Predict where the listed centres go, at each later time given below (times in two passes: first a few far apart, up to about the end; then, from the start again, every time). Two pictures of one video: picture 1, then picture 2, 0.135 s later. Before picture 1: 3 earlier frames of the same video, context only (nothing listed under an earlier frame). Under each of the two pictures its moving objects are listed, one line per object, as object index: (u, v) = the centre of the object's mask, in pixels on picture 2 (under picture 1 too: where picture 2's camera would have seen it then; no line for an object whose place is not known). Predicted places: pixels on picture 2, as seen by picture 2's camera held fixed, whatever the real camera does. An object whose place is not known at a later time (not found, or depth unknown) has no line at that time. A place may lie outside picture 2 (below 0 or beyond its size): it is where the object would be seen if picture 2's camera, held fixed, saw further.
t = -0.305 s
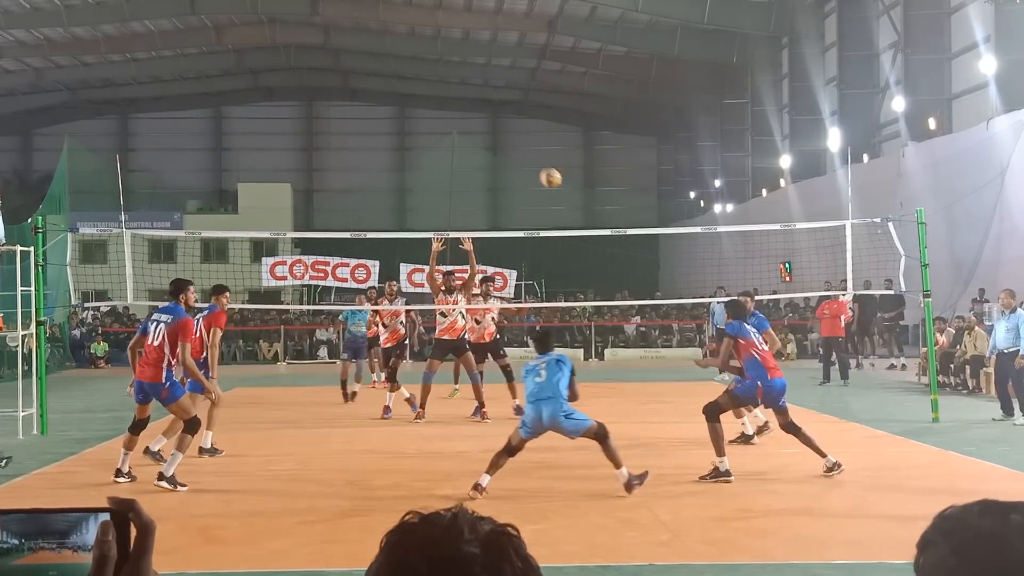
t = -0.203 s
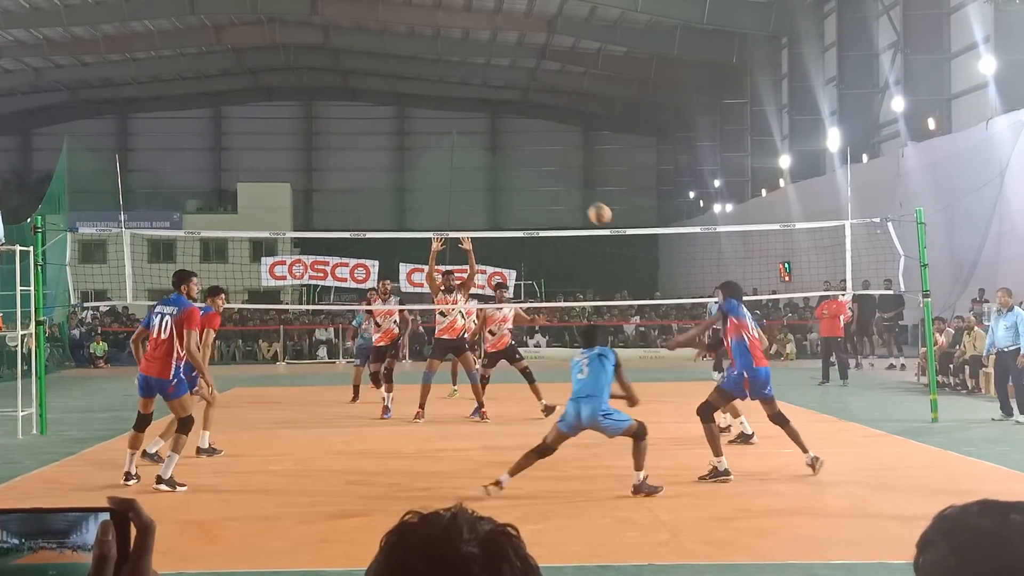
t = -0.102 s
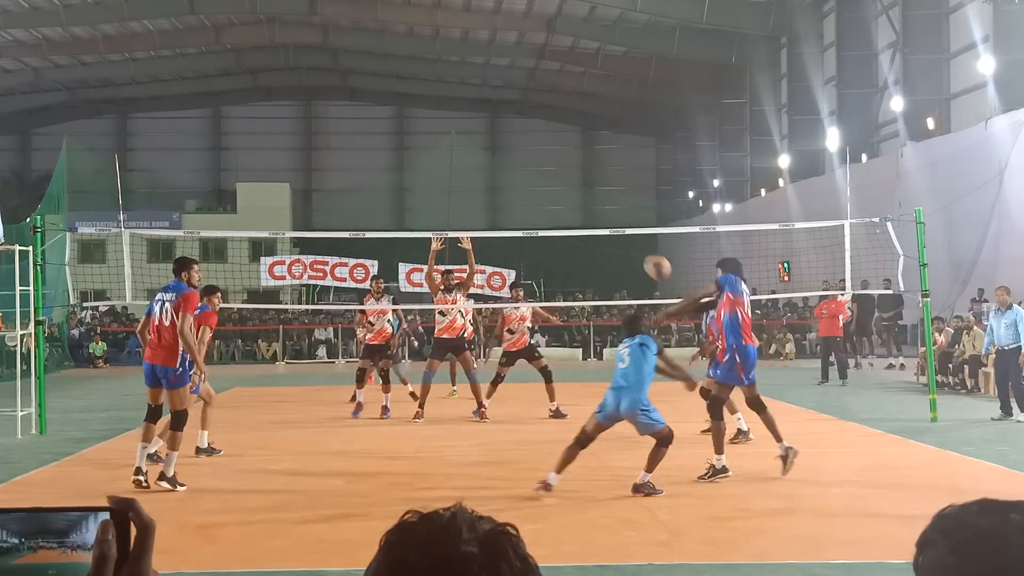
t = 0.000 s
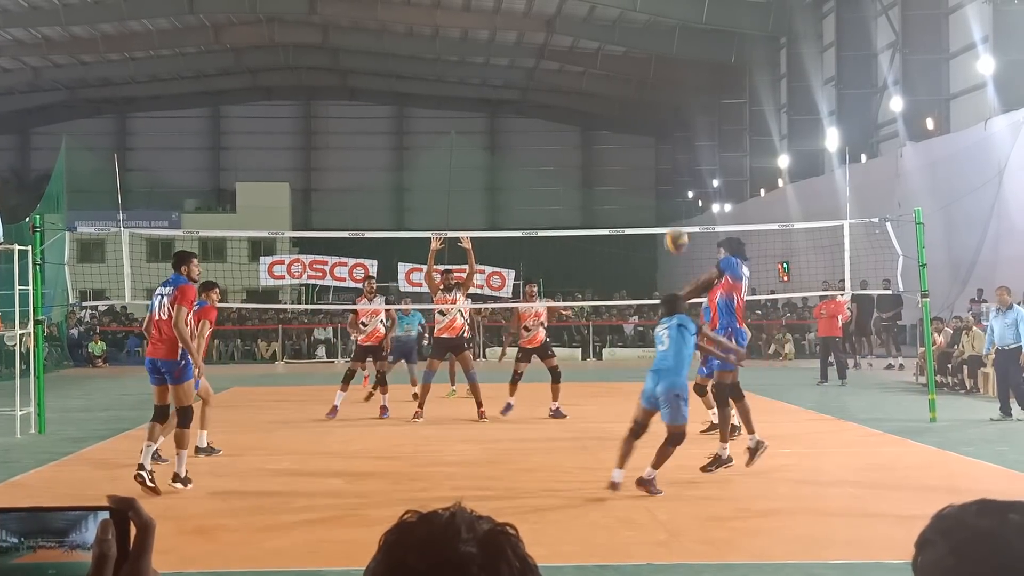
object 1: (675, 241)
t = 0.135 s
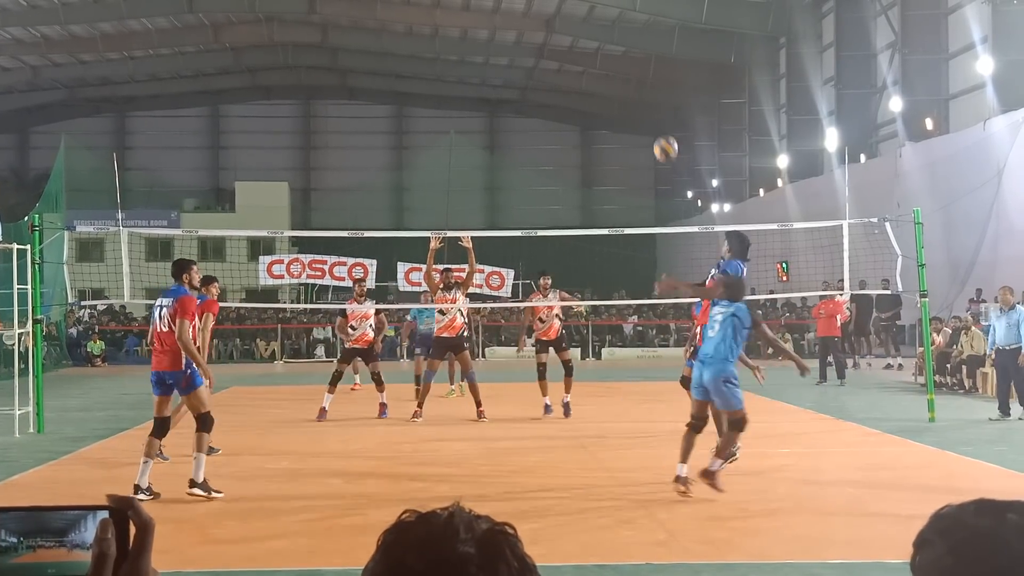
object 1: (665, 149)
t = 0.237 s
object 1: (659, 96)
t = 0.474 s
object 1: (647, 17)
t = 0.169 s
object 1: (663, 130)
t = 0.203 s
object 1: (661, 112)
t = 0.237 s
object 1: (659, 96)
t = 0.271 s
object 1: (658, 80)
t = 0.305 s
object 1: (656, 67)
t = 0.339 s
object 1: (654, 54)
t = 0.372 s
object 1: (652, 44)
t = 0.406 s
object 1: (650, 34)
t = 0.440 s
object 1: (649, 25)
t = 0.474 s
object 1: (647, 17)
